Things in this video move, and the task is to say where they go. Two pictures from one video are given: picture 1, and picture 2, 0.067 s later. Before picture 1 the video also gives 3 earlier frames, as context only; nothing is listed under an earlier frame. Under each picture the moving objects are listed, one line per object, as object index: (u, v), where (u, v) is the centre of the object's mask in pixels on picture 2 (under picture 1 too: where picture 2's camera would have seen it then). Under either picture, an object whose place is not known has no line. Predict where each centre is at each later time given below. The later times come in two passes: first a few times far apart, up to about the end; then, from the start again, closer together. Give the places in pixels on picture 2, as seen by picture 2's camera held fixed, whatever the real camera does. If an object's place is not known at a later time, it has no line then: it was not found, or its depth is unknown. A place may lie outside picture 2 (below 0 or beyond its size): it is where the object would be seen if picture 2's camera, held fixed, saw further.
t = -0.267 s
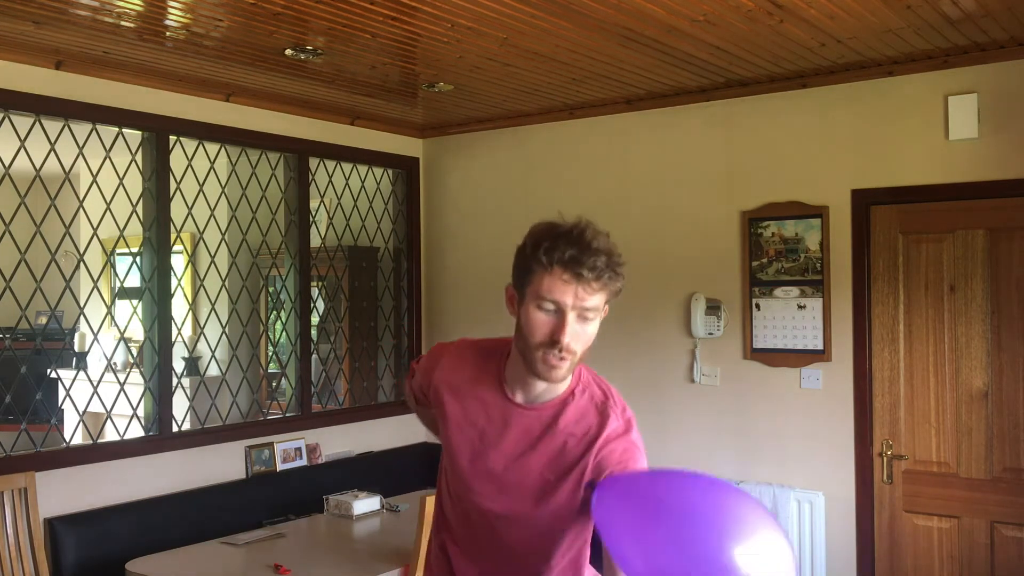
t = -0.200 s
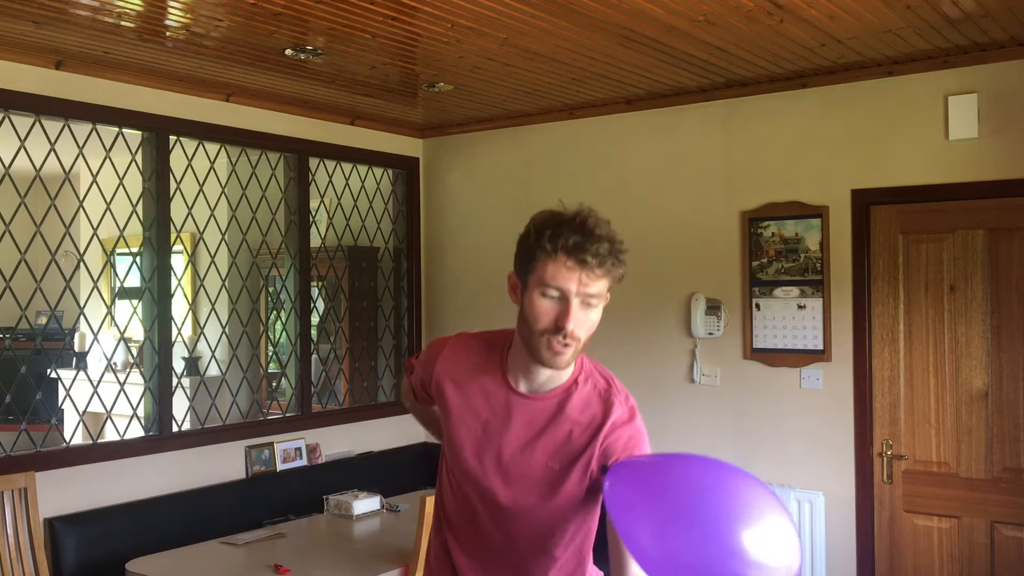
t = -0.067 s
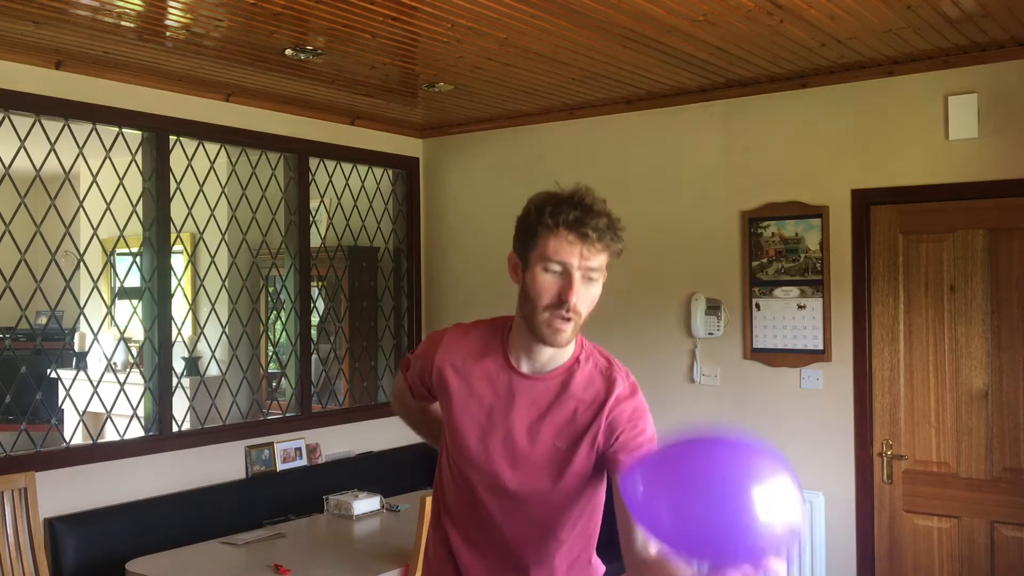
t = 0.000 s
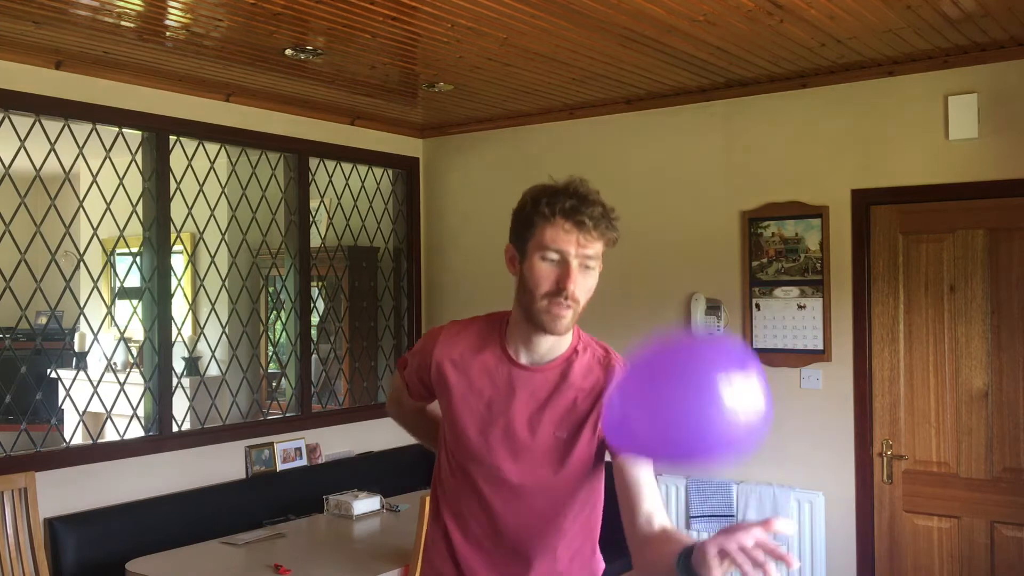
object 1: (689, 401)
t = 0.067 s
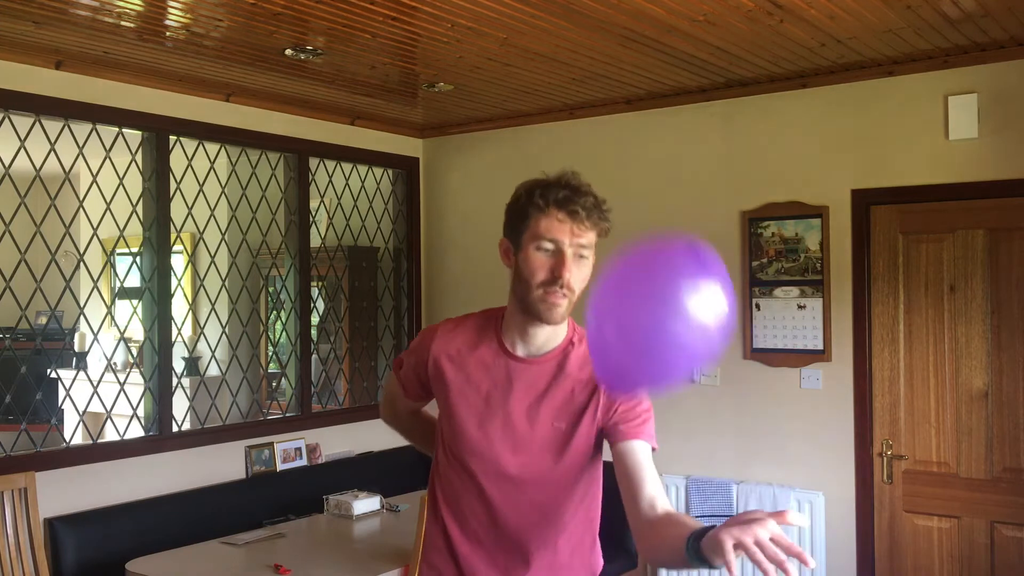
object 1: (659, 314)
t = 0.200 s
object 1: (618, 184)
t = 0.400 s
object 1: (581, 64)
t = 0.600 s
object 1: (569, 38)
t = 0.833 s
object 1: (551, 39)
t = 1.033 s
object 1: (537, 60)
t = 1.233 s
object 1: (528, 135)
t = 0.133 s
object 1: (637, 246)
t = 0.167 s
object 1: (626, 213)
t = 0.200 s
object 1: (618, 184)
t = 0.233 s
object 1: (609, 155)
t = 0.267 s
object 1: (603, 132)
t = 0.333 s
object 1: (590, 87)
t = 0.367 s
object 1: (586, 74)
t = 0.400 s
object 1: (581, 64)
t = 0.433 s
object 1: (579, 57)
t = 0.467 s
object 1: (576, 50)
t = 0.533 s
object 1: (572, 43)
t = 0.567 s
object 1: (570, 39)
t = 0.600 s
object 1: (569, 38)
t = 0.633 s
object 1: (566, 35)
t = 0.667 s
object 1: (565, 35)
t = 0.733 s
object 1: (560, 36)
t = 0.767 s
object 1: (557, 37)
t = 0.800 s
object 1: (555, 38)
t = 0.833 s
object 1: (551, 39)
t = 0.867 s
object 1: (549, 42)
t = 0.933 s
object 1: (543, 47)
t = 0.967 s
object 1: (541, 52)
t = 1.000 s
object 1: (538, 55)
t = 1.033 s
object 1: (537, 60)
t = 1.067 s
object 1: (534, 66)
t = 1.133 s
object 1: (532, 85)
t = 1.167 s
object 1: (531, 101)
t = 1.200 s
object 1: (528, 117)
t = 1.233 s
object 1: (528, 135)
